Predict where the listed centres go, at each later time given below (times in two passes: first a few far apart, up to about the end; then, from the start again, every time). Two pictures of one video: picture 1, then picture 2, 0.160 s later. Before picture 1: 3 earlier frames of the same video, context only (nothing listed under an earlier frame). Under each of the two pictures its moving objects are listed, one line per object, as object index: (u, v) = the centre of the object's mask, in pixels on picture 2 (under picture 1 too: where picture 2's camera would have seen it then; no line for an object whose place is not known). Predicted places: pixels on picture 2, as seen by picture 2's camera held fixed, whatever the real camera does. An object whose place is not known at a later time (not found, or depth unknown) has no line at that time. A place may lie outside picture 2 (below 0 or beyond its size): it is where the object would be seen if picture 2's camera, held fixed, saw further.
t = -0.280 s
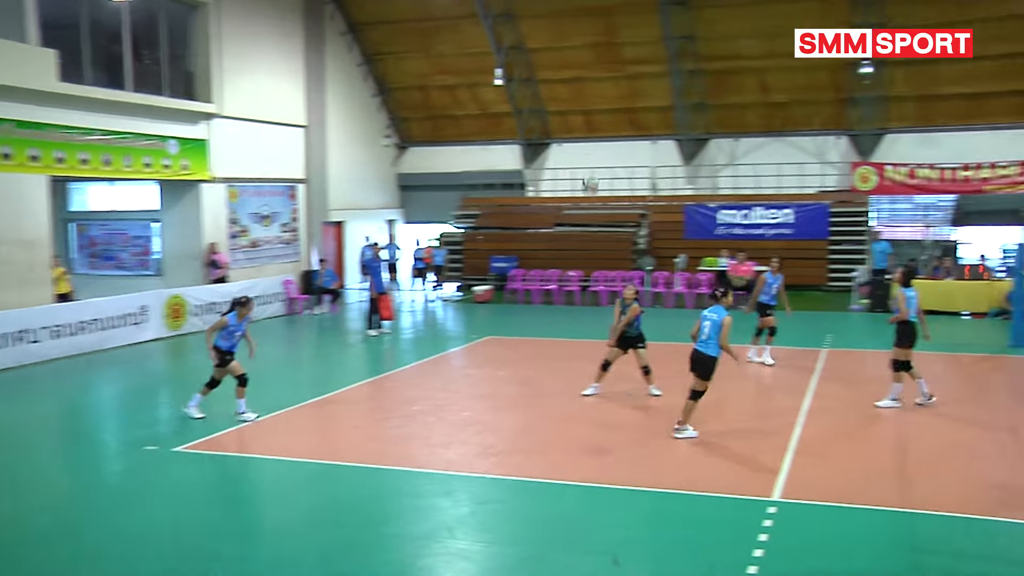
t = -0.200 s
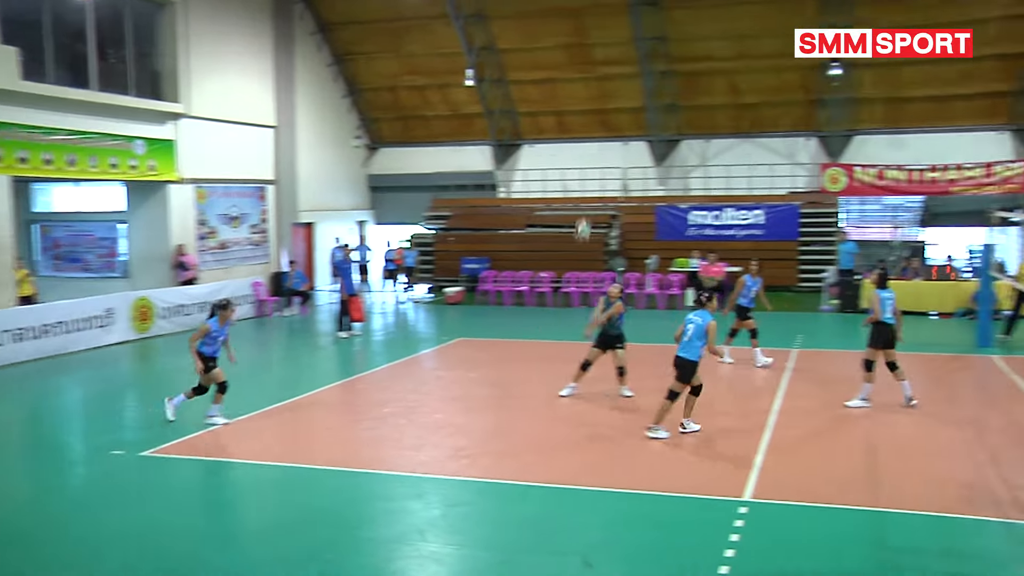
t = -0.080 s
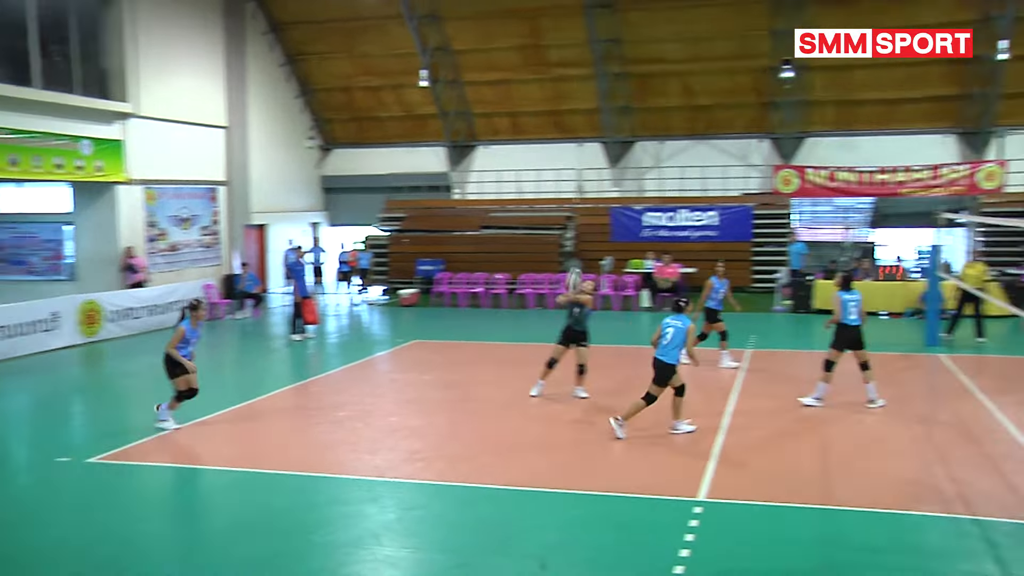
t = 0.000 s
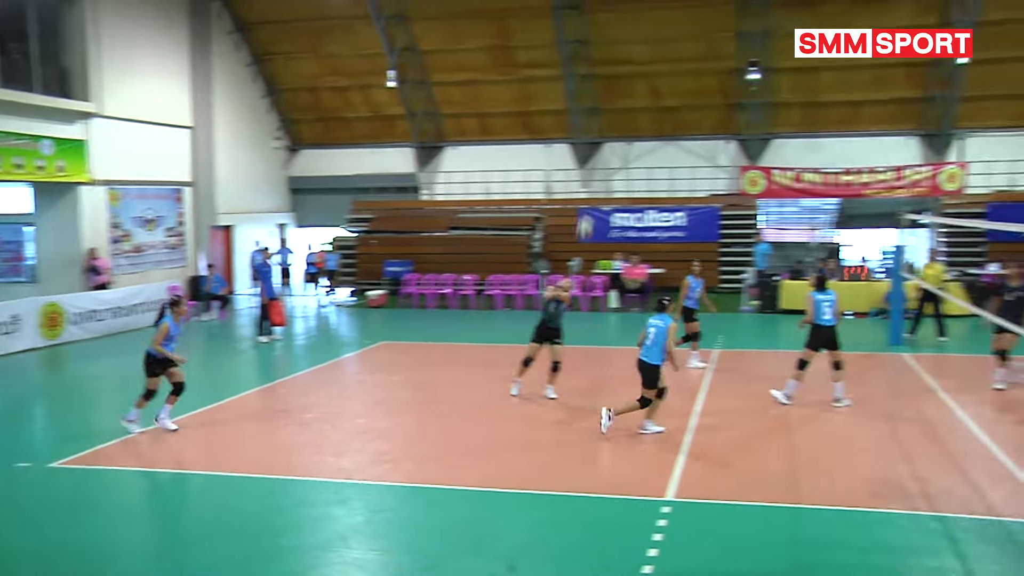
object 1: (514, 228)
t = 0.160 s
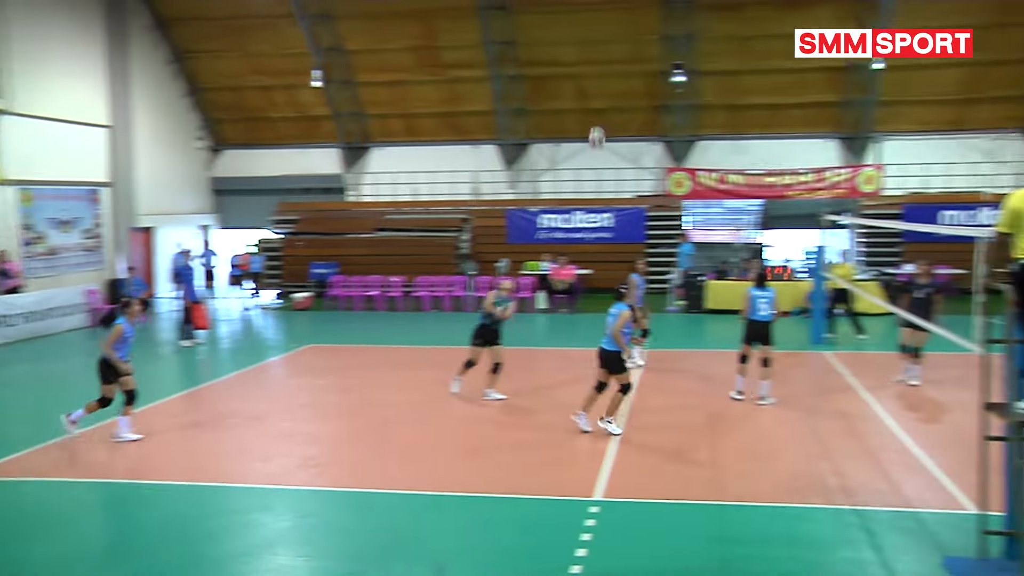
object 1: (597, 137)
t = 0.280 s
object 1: (657, 85)
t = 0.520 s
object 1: (774, 16)
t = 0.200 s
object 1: (617, 118)
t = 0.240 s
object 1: (637, 100)
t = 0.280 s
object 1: (657, 85)
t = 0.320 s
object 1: (678, 68)
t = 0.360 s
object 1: (697, 56)
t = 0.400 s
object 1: (717, 44)
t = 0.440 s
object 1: (736, 32)
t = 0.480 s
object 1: (756, 24)
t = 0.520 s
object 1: (774, 16)
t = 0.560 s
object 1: (793, 9)
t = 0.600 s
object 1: (814, 1)
